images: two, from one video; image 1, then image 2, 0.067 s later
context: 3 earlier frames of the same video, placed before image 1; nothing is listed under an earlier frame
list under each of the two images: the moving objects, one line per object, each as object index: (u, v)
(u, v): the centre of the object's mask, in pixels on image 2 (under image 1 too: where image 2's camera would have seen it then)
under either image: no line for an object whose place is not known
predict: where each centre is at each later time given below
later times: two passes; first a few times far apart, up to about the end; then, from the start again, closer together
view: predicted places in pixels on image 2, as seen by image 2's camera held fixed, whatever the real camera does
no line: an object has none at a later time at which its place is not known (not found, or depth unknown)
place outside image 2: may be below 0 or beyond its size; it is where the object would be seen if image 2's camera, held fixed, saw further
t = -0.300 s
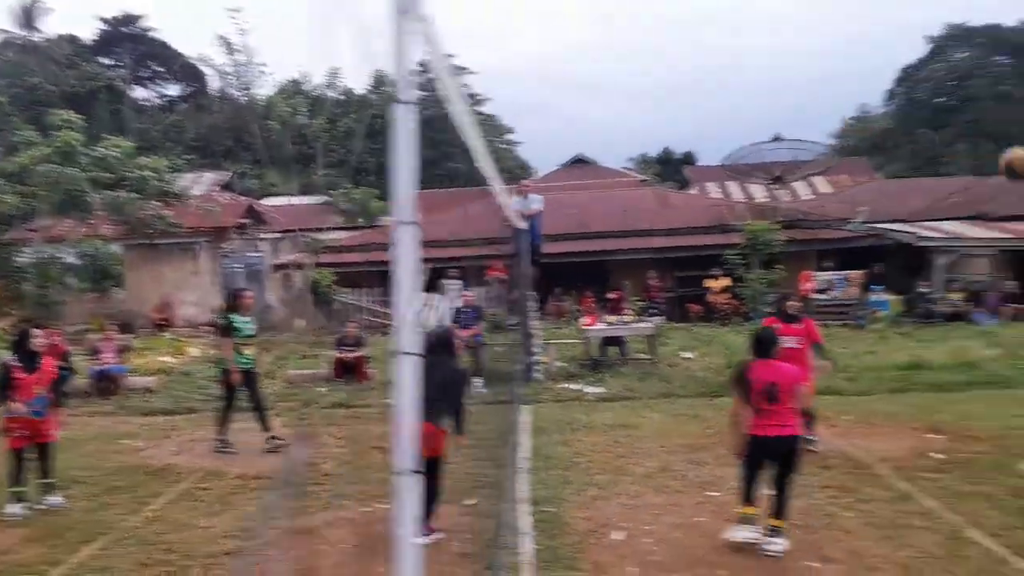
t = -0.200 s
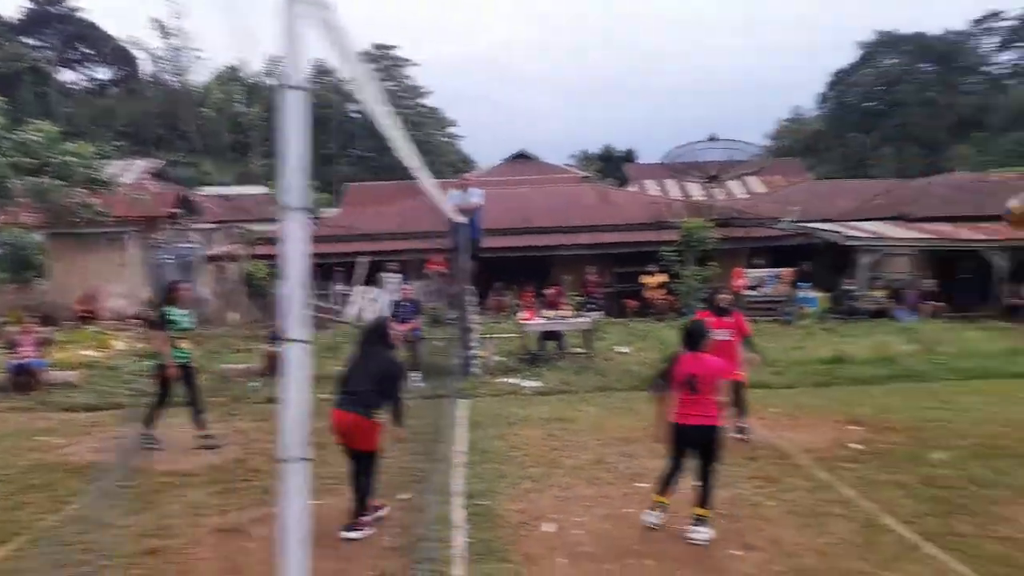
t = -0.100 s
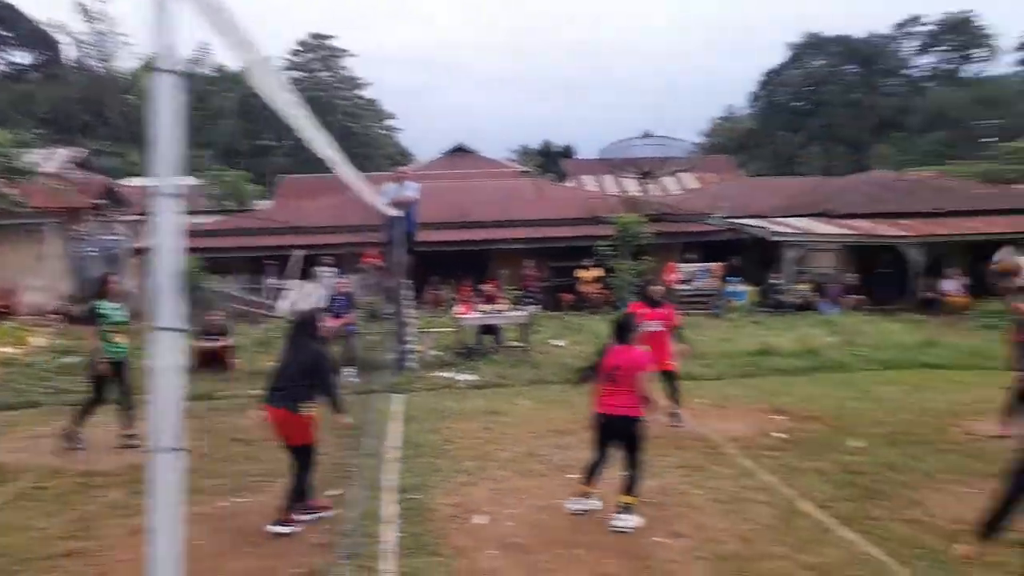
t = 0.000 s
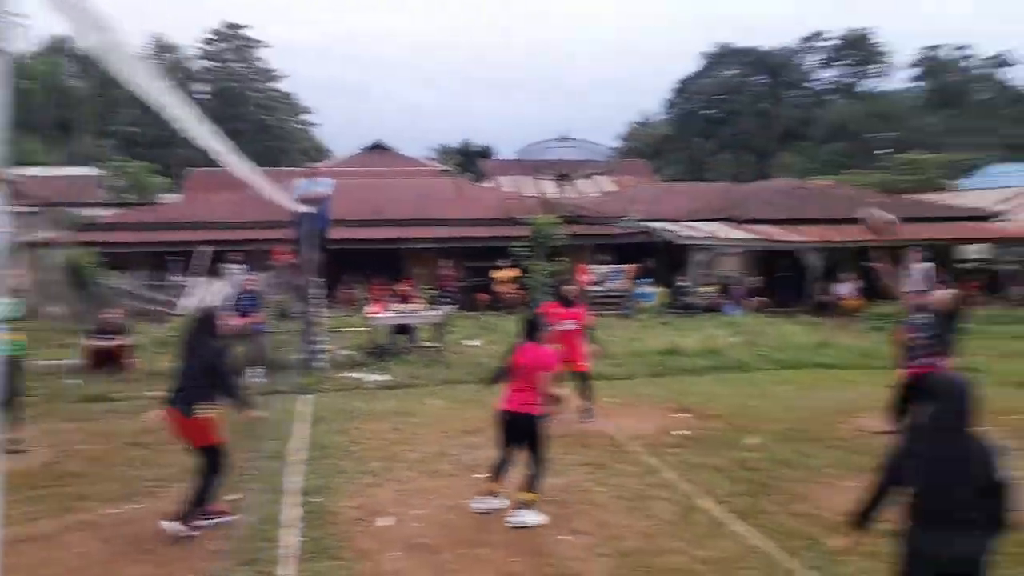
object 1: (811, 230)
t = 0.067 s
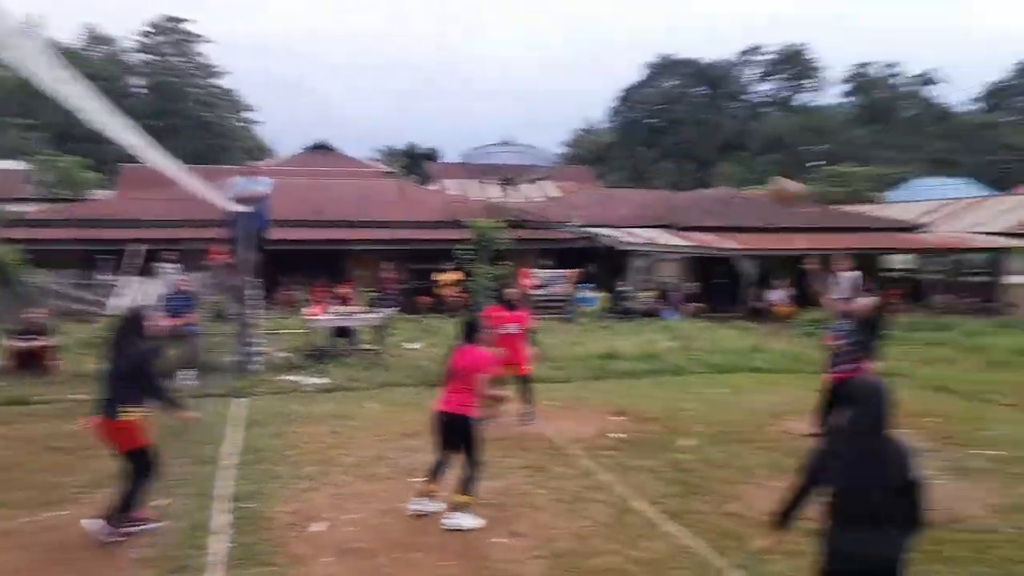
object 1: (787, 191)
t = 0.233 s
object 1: (724, 111)
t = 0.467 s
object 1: (632, 55)
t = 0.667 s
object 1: (556, 63)
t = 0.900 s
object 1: (464, 145)
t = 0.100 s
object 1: (772, 171)
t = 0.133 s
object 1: (761, 155)
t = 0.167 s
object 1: (749, 140)
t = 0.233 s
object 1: (724, 111)
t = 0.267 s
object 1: (712, 101)
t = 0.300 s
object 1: (698, 90)
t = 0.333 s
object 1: (684, 80)
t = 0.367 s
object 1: (672, 74)
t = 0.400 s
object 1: (661, 65)
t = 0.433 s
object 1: (646, 58)
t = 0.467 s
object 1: (632, 55)
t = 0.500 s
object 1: (619, 53)
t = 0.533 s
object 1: (607, 51)
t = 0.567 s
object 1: (594, 52)
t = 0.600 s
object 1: (581, 54)
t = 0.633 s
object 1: (569, 57)
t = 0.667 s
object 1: (556, 63)
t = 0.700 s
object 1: (543, 70)
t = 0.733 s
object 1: (530, 78)
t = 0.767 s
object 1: (517, 88)
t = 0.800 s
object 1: (504, 100)
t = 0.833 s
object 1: (491, 113)
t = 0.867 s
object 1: (479, 127)
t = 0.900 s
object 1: (464, 145)
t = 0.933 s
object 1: (453, 163)
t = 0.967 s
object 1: (440, 180)
